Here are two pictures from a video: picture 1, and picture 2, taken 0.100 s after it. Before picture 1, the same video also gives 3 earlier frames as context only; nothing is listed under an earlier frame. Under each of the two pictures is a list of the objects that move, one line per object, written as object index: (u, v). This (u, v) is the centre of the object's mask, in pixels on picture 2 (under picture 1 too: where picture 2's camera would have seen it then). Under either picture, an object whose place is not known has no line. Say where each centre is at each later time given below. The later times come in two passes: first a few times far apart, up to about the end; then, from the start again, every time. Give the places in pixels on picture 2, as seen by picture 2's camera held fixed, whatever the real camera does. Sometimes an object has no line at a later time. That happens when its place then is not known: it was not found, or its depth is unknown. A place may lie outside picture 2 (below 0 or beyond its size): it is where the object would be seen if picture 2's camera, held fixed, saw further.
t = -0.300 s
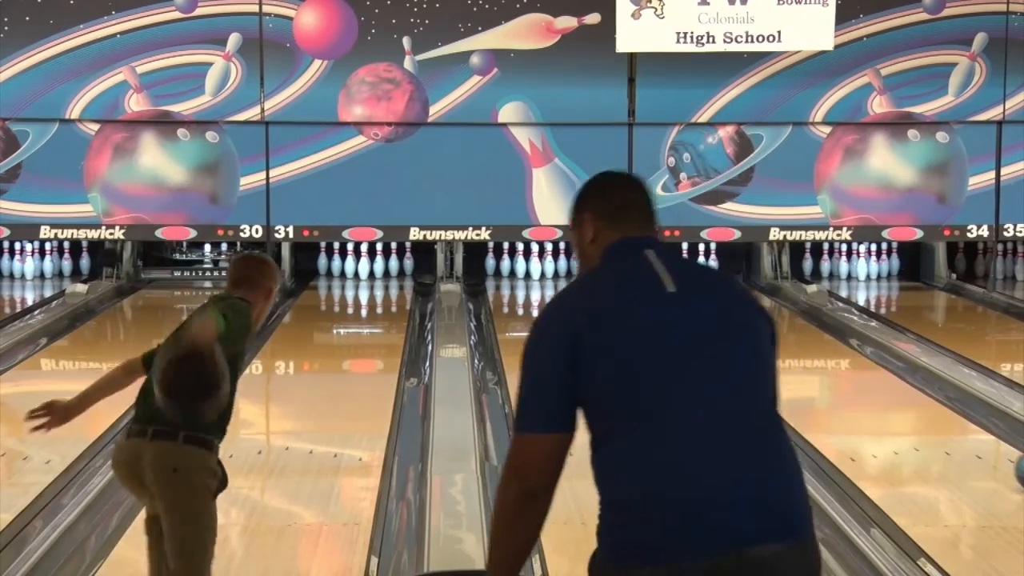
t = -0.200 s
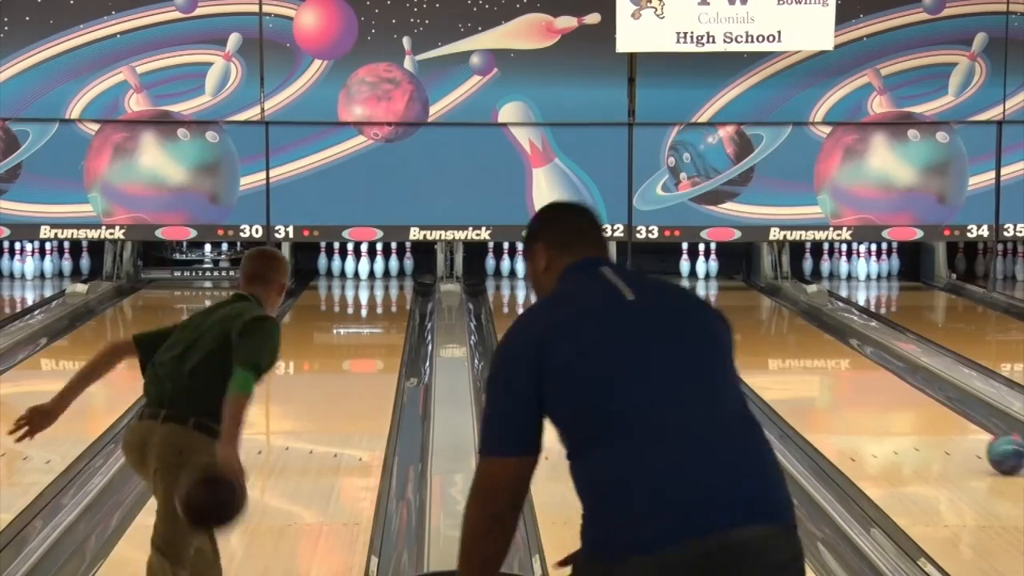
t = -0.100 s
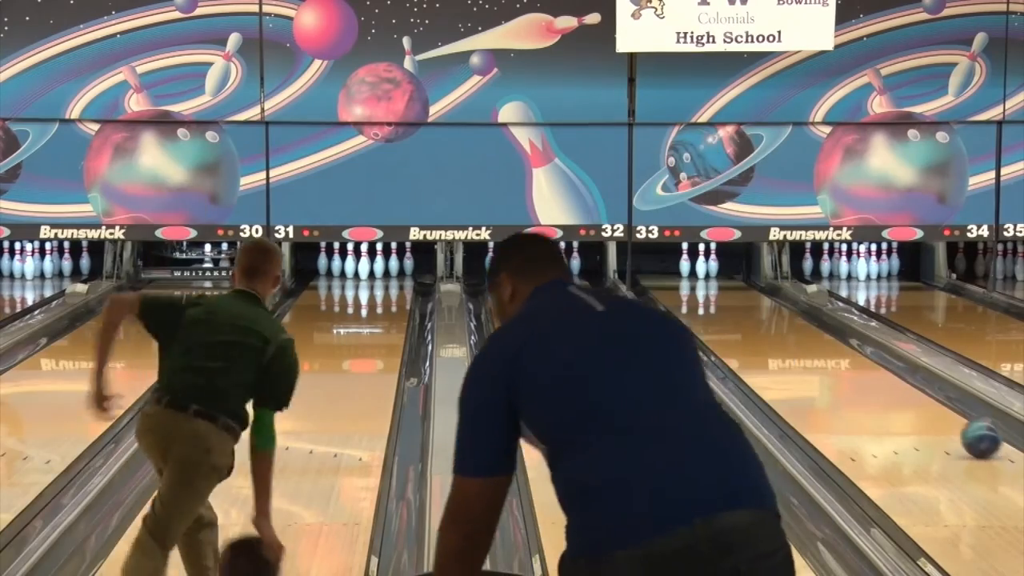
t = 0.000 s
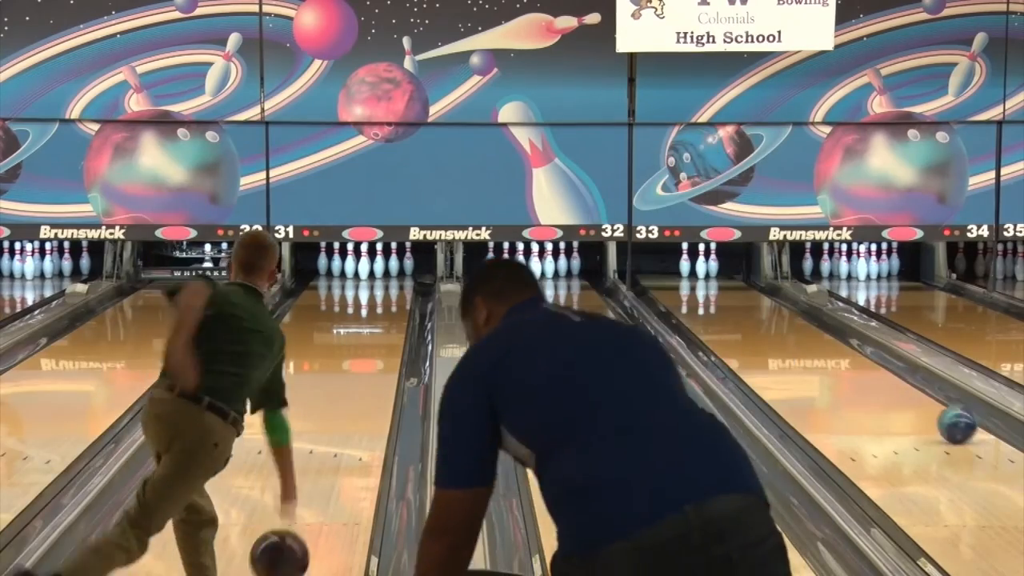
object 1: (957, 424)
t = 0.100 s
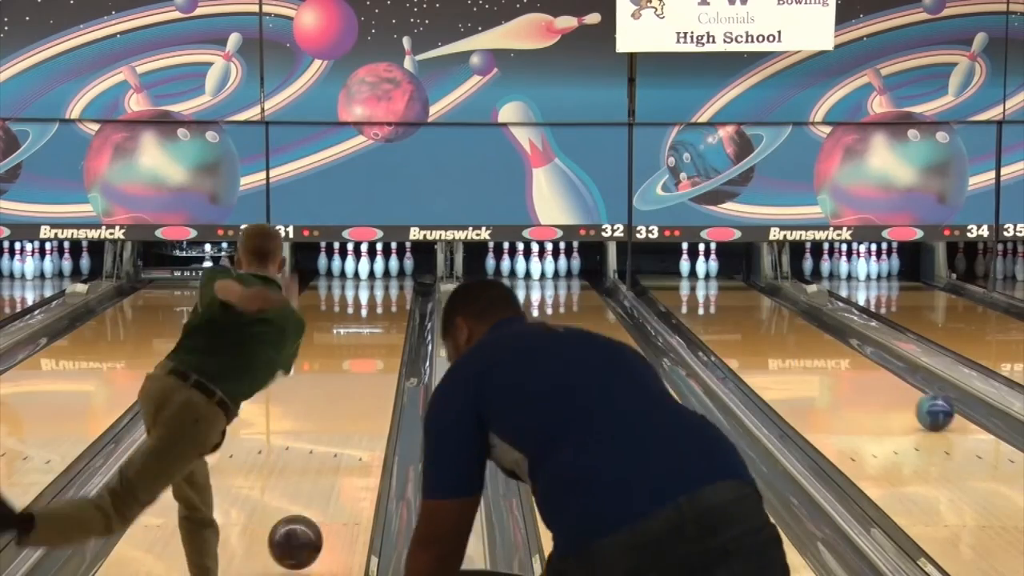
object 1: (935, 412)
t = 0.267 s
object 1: (901, 392)
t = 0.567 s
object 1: (851, 363)
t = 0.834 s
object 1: (814, 342)
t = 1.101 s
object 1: (783, 325)
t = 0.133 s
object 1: (927, 408)
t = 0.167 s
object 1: (921, 405)
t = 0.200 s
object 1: (914, 400)
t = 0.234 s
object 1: (907, 396)
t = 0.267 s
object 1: (901, 392)
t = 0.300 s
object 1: (895, 389)
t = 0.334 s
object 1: (889, 385)
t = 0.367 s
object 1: (883, 383)
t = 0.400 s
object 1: (877, 379)
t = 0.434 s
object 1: (871, 376)
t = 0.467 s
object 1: (866, 373)
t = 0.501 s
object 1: (861, 370)
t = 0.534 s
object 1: (855, 367)
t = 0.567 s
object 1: (851, 363)
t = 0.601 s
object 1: (846, 361)
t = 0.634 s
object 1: (841, 358)
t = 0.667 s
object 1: (836, 354)
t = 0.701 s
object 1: (832, 352)
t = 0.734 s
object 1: (827, 349)
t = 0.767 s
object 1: (823, 347)
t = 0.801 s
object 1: (818, 344)
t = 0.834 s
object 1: (814, 342)
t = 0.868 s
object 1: (810, 339)
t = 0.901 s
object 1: (806, 337)
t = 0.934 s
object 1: (801, 335)
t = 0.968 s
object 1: (798, 333)
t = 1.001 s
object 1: (794, 331)
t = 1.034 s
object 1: (790, 329)
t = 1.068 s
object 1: (787, 328)
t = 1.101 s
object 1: (783, 325)
